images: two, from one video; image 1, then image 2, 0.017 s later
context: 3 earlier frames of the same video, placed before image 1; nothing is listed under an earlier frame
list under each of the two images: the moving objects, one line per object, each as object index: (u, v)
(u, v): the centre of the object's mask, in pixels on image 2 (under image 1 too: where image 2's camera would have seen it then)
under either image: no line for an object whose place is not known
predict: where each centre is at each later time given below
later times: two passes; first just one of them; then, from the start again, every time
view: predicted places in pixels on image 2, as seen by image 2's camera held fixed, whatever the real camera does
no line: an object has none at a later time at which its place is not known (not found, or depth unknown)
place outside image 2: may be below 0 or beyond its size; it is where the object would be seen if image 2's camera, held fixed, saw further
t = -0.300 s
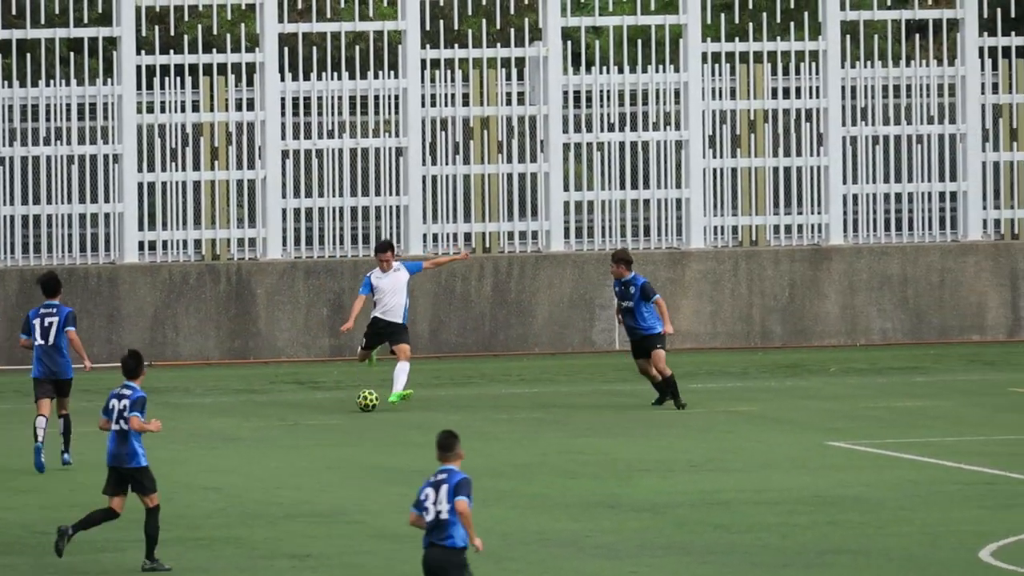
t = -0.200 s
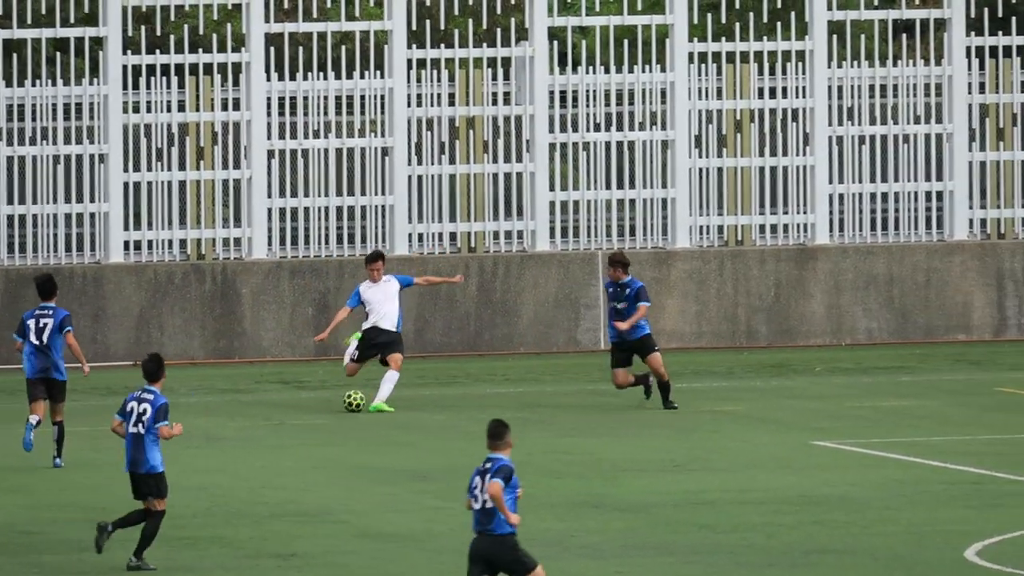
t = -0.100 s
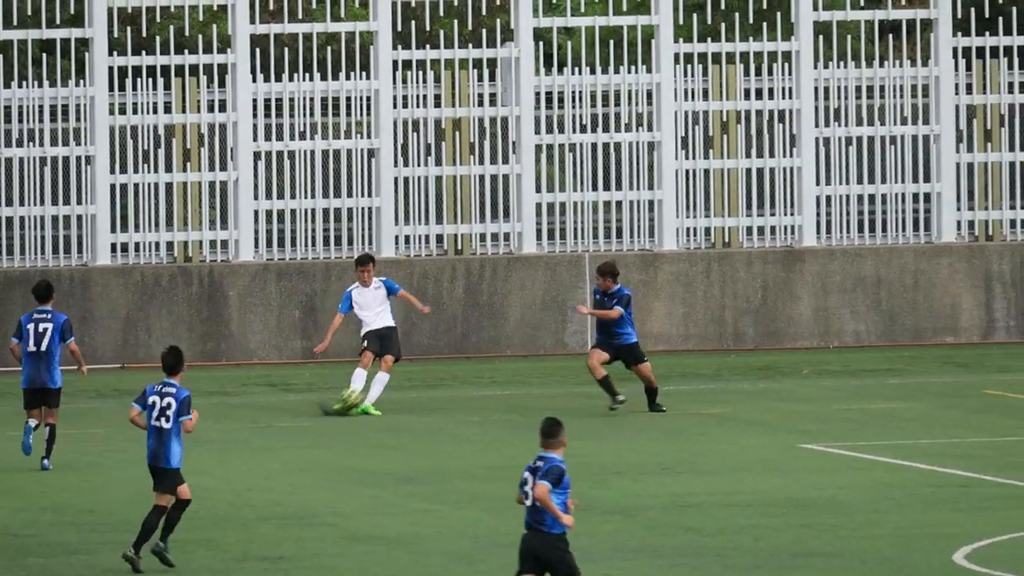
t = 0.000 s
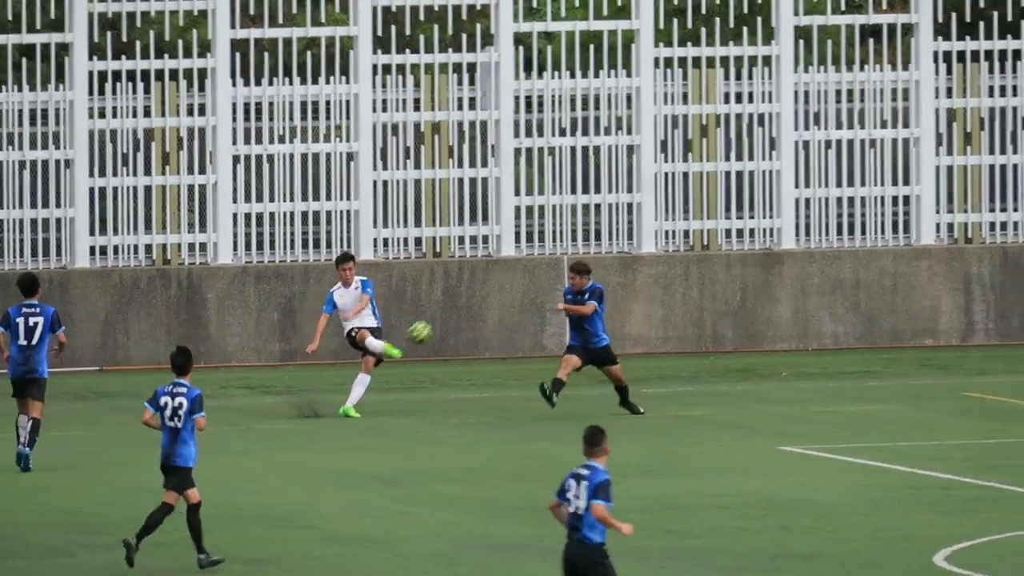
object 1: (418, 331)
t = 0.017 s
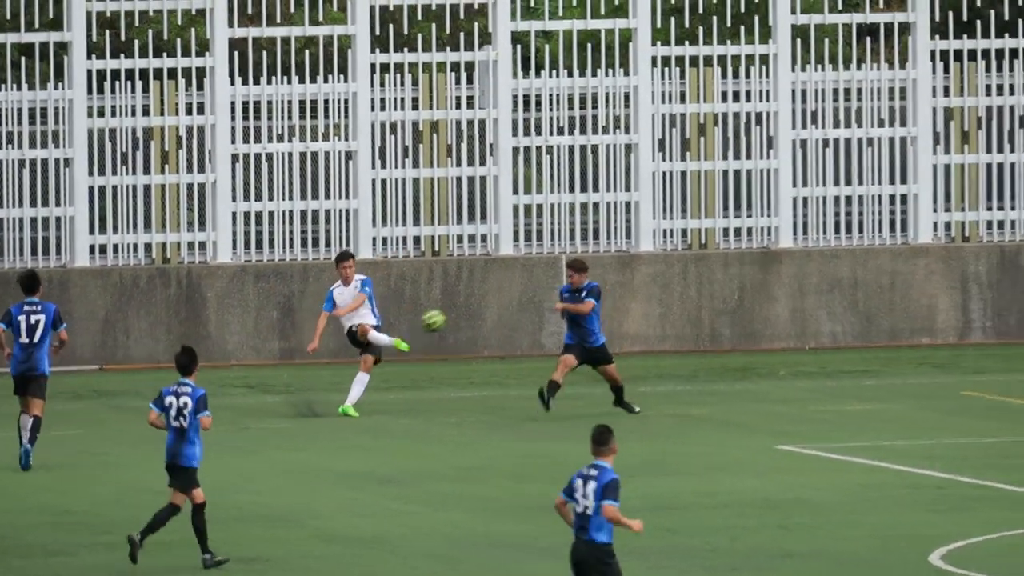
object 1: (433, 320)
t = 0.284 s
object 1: (685, 180)
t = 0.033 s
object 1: (449, 309)
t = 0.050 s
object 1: (464, 299)
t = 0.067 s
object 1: (480, 289)
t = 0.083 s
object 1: (495, 280)
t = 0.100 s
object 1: (511, 270)
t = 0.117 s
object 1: (527, 262)
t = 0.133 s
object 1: (542, 252)
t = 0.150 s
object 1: (558, 244)
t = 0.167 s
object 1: (573, 235)
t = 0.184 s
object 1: (589, 227)
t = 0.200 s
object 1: (605, 219)
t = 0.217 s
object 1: (621, 211)
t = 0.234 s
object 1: (636, 202)
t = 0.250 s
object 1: (652, 195)
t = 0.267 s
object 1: (667, 187)
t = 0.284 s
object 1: (685, 180)
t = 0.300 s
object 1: (699, 173)
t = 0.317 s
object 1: (716, 166)
